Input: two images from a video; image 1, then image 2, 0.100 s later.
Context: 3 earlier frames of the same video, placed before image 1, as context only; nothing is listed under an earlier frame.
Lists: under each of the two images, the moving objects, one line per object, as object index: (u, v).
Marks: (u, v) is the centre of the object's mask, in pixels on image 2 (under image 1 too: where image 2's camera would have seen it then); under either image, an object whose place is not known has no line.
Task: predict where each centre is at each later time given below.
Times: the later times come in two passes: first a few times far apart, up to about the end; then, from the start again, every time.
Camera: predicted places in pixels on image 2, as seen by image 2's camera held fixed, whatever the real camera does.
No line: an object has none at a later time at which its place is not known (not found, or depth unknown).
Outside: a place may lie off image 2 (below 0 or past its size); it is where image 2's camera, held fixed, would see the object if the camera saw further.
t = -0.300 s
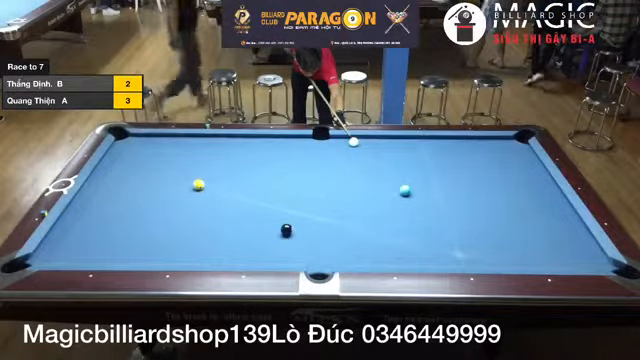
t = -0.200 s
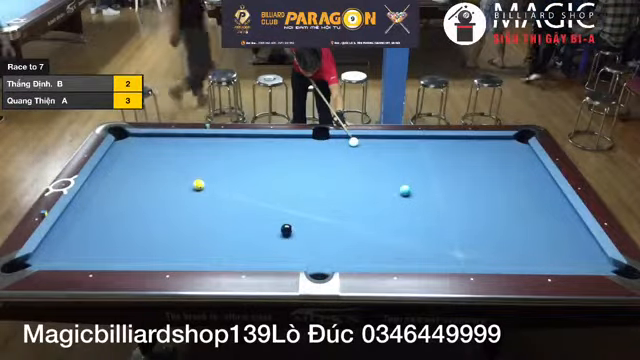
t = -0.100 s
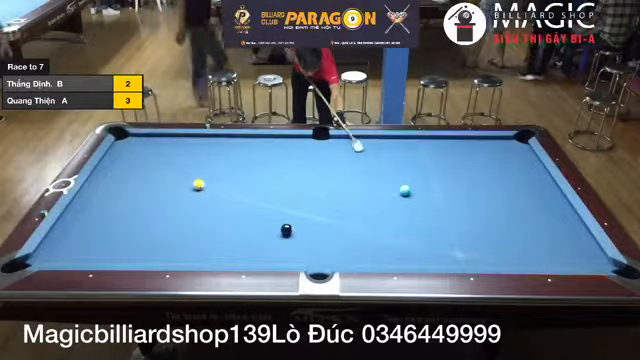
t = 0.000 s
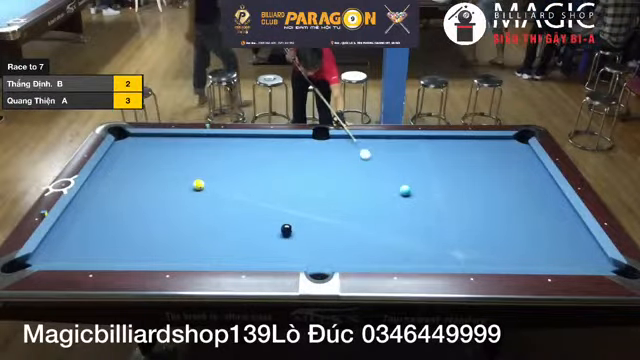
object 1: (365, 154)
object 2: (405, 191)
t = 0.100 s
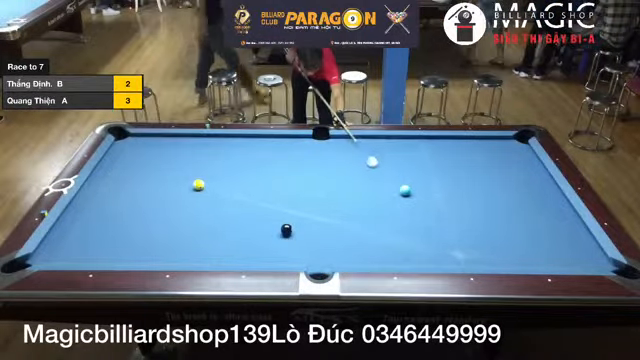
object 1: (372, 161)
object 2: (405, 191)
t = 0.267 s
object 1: (384, 174)
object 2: (405, 191)
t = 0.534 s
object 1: (392, 194)
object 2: (419, 196)
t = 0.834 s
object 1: (388, 212)
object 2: (444, 205)
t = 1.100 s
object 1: (385, 228)
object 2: (466, 213)
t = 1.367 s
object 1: (381, 247)
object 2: (488, 221)
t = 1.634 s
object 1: (377, 259)
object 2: (507, 228)
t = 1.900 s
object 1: (372, 253)
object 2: (529, 236)
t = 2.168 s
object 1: (368, 246)
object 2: (548, 243)
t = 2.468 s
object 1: (364, 238)
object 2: (568, 250)
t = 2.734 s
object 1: (362, 232)
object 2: (586, 257)
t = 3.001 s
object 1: (359, 226)
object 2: (601, 262)
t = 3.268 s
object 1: (357, 222)
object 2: (617, 271)
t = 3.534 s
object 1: (355, 219)
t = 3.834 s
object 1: (354, 216)
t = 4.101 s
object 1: (352, 214)
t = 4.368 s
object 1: (352, 212)
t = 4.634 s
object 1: (351, 211)
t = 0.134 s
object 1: (373, 163)
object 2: (405, 191)
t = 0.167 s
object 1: (377, 167)
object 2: (405, 191)
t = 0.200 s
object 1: (379, 169)
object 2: (405, 191)
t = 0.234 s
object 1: (381, 172)
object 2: (405, 191)
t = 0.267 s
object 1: (384, 174)
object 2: (405, 191)
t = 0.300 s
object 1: (386, 176)
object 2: (405, 191)
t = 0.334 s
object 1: (389, 181)
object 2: (405, 191)
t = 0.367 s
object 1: (392, 183)
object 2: (405, 191)
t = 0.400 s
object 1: (394, 186)
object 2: (405, 191)
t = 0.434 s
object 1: (394, 188)
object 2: (409, 192)
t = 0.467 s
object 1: (393, 190)
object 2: (412, 193)
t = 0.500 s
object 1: (393, 192)
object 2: (416, 194)
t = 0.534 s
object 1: (392, 194)
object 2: (419, 196)
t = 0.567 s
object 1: (392, 195)
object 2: (422, 197)
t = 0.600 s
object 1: (391, 198)
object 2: (425, 198)
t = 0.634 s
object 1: (391, 200)
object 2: (427, 199)
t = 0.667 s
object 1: (390, 202)
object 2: (430, 199)
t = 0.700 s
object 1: (390, 204)
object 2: (433, 201)
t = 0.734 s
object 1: (390, 206)
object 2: (436, 201)
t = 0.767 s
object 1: (389, 208)
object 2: (439, 203)
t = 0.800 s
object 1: (389, 210)
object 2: (441, 204)
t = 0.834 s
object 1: (388, 212)
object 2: (444, 205)
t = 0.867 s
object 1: (388, 214)
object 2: (447, 206)
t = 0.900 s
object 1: (388, 216)
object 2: (450, 206)
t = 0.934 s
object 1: (387, 218)
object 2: (452, 207)
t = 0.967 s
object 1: (387, 220)
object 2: (455, 208)
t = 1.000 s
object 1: (386, 223)
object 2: (458, 209)
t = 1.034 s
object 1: (386, 225)
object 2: (461, 210)
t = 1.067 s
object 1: (385, 227)
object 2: (463, 211)
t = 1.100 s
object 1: (385, 228)
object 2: (466, 213)
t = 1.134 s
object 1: (384, 231)
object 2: (469, 213)
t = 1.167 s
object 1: (384, 233)
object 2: (471, 214)
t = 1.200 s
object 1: (384, 236)
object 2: (474, 215)
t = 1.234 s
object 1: (383, 237)
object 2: (477, 216)
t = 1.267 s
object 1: (382, 240)
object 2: (479, 217)
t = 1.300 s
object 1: (382, 242)
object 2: (482, 218)
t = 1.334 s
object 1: (382, 244)
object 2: (486, 220)
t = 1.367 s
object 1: (381, 247)
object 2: (488, 221)
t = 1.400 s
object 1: (380, 249)
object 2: (491, 221)
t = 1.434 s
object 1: (380, 251)
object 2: (493, 222)
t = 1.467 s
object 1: (379, 253)
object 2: (495, 223)
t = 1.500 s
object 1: (379, 255)
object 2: (499, 224)
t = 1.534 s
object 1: (378, 257)
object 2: (501, 225)
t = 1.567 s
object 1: (378, 258)
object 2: (504, 226)
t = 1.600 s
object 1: (377, 259)
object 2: (506, 227)
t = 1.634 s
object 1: (377, 259)
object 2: (507, 228)
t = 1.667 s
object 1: (377, 259)
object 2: (511, 229)
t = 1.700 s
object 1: (376, 259)
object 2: (512, 230)
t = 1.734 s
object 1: (375, 259)
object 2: (516, 231)
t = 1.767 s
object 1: (375, 258)
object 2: (518, 232)
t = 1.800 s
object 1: (374, 257)
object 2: (521, 233)
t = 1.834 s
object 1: (373, 255)
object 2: (524, 234)
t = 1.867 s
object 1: (373, 255)
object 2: (527, 235)
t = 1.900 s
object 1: (372, 253)
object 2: (529, 236)
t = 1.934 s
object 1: (372, 252)
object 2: (532, 237)
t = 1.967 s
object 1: (371, 251)
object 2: (534, 237)
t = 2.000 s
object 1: (370, 250)
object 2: (535, 239)
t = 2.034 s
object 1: (370, 249)
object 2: (539, 240)
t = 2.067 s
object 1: (370, 248)
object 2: (541, 241)
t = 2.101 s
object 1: (369, 247)
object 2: (543, 241)
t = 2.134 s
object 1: (369, 247)
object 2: (546, 242)
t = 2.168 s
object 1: (368, 246)
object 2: (548, 243)
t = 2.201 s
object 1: (368, 244)
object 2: (551, 244)
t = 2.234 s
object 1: (367, 244)
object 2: (553, 245)
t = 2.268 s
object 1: (367, 243)
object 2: (555, 246)
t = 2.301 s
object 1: (366, 242)
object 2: (557, 247)
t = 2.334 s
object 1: (366, 241)
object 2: (560, 248)
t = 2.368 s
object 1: (365, 240)
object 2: (562, 248)
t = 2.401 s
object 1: (365, 239)
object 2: (565, 249)
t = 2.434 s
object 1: (365, 239)
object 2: (567, 250)
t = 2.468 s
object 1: (364, 238)
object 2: (568, 250)
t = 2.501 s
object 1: (364, 237)
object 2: (571, 251)
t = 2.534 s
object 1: (364, 236)
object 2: (571, 252)
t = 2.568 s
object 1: (363, 236)
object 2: (575, 253)
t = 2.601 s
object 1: (363, 235)
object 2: (578, 254)
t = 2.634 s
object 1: (363, 234)
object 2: (580, 254)
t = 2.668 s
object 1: (362, 233)
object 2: (583, 255)
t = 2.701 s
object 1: (362, 233)
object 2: (584, 256)
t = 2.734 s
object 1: (362, 232)
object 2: (586, 257)
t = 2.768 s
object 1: (361, 231)
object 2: (587, 257)
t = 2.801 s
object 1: (361, 231)
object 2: (589, 258)
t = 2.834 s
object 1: (361, 230)
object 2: (592, 260)
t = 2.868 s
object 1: (360, 229)
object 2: (594, 259)
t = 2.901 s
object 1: (360, 229)
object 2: (596, 261)
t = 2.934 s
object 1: (360, 228)
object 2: (598, 261)
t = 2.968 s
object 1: (359, 227)
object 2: (599, 261)
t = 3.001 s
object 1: (359, 226)
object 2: (601, 262)
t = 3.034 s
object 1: (359, 226)
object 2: (603, 262)
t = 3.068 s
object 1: (358, 226)
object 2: (604, 263)
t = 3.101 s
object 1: (358, 225)
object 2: (606, 263)
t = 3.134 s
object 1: (358, 224)
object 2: (609, 264)
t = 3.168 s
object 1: (358, 224)
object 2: (611, 265)
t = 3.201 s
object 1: (357, 223)
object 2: (612, 267)
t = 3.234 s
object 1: (357, 223)
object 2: (614, 268)
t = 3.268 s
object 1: (357, 222)
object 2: (617, 271)
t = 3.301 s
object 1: (357, 222)
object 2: (617, 276)
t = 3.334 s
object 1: (356, 222)
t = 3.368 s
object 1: (356, 221)
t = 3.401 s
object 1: (356, 220)
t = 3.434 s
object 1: (356, 220)
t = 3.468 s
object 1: (356, 220)
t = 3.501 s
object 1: (355, 219)
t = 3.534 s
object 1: (355, 219)
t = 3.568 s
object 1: (355, 218)
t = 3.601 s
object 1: (355, 218)
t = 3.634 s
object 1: (355, 217)
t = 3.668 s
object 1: (354, 217)
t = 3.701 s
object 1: (354, 217)
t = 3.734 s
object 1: (354, 217)
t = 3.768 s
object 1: (354, 216)
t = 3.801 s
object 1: (354, 216)
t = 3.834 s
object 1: (354, 216)
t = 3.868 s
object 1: (354, 215)
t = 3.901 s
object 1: (353, 215)
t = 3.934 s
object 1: (353, 215)
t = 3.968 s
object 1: (353, 215)
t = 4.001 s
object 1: (353, 214)
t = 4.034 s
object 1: (353, 214)
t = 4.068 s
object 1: (352, 214)
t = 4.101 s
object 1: (352, 214)
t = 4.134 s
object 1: (352, 213)
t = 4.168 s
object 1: (352, 213)
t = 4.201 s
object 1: (352, 213)
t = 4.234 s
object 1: (352, 213)
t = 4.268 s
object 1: (352, 212)
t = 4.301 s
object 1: (352, 212)
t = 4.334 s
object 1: (352, 212)
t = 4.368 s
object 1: (352, 212)
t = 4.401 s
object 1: (352, 212)
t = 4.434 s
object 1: (351, 212)
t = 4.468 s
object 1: (351, 212)
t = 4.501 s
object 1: (351, 211)
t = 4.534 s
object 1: (351, 211)
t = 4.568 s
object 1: (351, 211)
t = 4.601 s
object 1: (351, 211)
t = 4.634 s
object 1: (351, 211)
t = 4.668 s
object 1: (350, 211)
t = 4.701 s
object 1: (350, 211)
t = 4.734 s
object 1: (350, 211)
